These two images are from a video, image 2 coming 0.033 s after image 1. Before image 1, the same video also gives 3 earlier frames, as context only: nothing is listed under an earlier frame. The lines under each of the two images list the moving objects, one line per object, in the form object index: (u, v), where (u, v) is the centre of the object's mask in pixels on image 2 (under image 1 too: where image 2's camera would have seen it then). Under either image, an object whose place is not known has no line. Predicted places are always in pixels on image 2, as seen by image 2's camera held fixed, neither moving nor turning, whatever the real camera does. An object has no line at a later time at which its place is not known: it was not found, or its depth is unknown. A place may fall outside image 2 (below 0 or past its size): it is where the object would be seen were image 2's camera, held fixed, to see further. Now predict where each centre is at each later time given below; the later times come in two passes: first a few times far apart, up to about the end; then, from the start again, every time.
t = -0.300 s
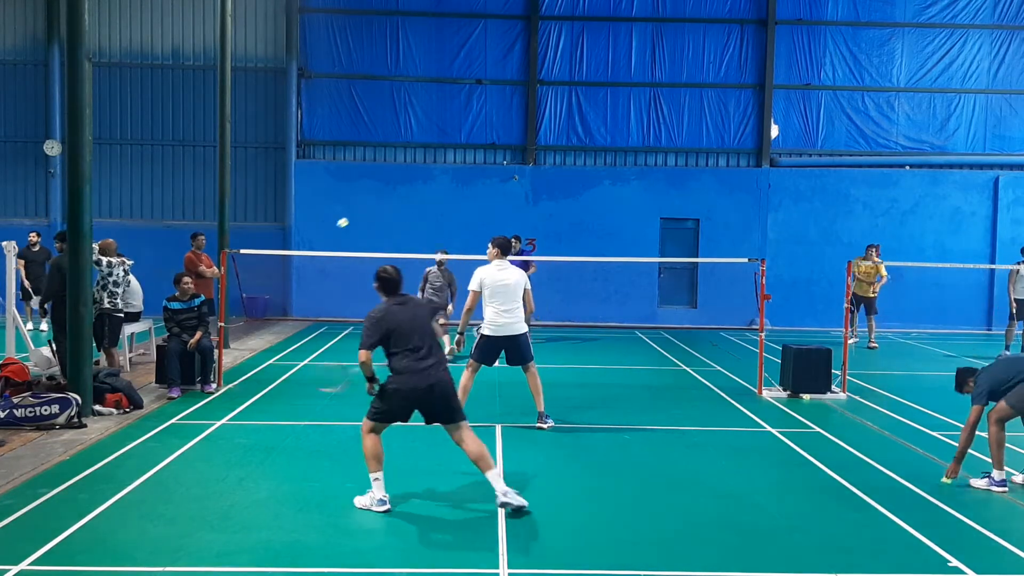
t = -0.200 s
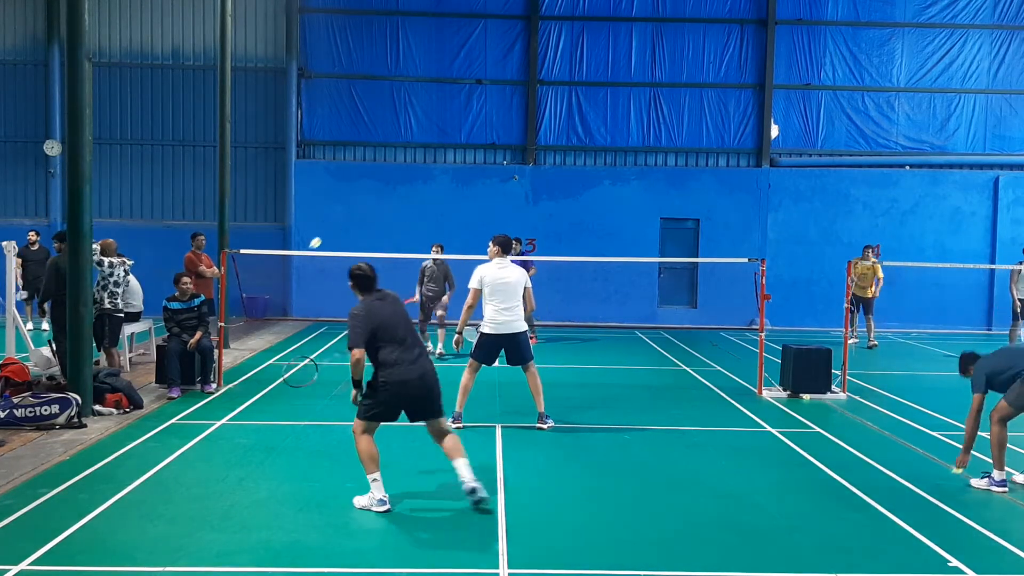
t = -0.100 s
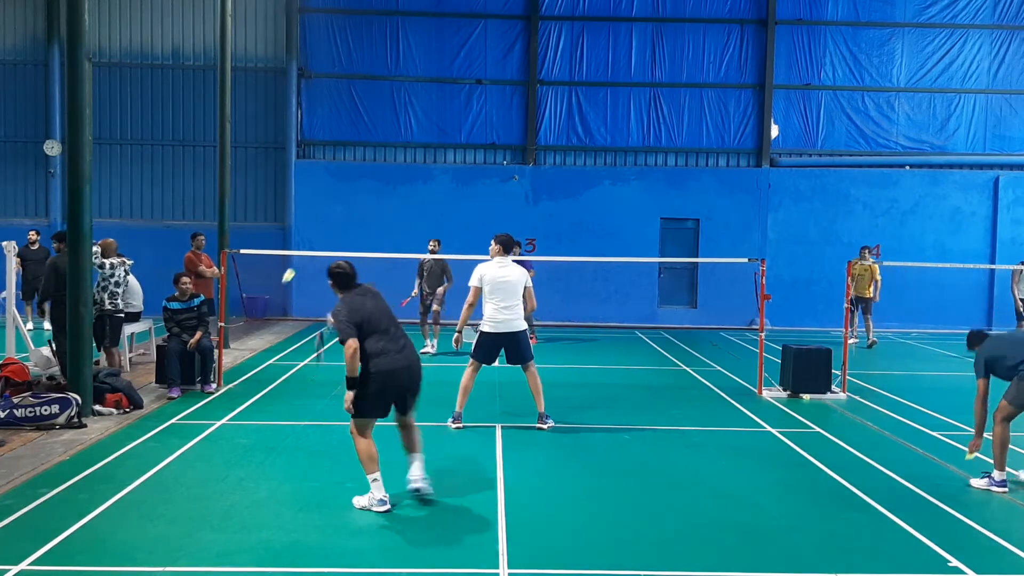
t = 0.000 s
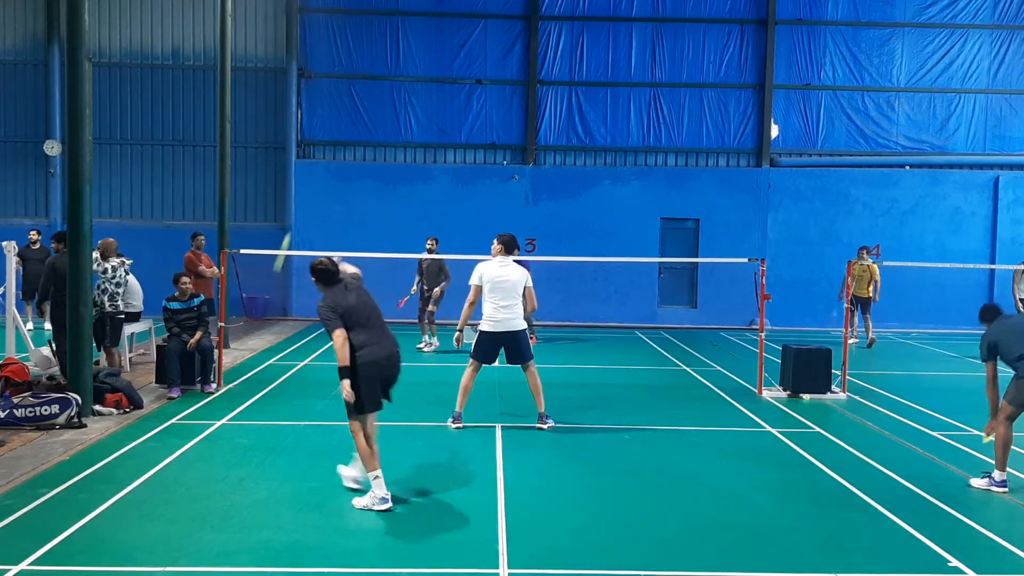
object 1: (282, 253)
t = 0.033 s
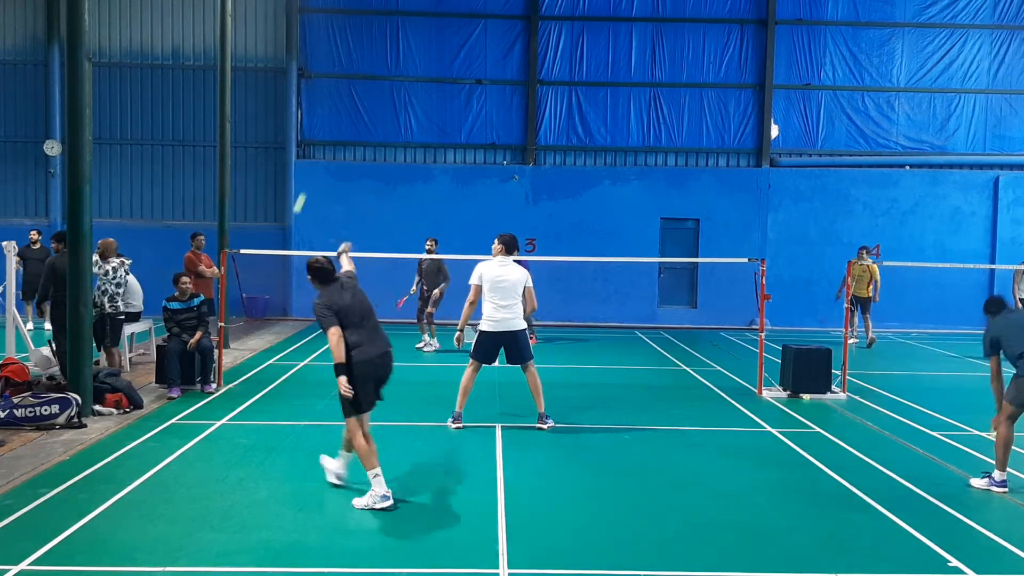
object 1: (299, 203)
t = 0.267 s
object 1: (340, 95)
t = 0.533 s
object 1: (357, 87)
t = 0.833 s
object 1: (370, 129)
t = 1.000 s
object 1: (375, 166)
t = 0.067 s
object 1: (309, 173)
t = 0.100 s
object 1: (317, 149)
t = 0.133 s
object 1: (324, 132)
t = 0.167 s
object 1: (328, 119)
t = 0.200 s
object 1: (333, 109)
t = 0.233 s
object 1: (337, 100)
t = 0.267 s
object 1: (340, 95)
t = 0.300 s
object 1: (343, 90)
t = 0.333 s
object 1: (346, 87)
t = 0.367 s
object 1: (348, 85)
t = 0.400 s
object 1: (350, 84)
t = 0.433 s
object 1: (352, 83)
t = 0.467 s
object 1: (354, 84)
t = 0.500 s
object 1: (356, 85)
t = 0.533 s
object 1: (357, 87)
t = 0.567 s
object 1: (359, 90)
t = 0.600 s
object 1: (360, 93)
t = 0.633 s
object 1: (362, 96)
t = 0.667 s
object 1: (363, 101)
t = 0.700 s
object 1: (365, 105)
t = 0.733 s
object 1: (366, 111)
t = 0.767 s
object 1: (367, 116)
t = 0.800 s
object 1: (368, 122)
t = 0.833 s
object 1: (370, 129)
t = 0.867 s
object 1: (371, 135)
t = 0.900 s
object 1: (372, 143)
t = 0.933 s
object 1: (373, 150)
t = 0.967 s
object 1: (374, 158)
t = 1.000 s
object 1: (375, 166)
